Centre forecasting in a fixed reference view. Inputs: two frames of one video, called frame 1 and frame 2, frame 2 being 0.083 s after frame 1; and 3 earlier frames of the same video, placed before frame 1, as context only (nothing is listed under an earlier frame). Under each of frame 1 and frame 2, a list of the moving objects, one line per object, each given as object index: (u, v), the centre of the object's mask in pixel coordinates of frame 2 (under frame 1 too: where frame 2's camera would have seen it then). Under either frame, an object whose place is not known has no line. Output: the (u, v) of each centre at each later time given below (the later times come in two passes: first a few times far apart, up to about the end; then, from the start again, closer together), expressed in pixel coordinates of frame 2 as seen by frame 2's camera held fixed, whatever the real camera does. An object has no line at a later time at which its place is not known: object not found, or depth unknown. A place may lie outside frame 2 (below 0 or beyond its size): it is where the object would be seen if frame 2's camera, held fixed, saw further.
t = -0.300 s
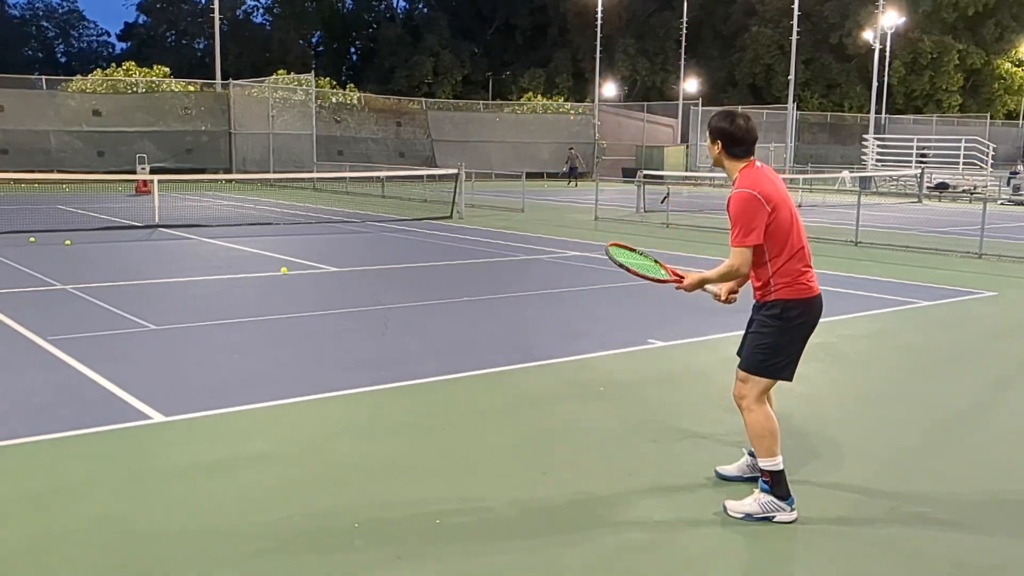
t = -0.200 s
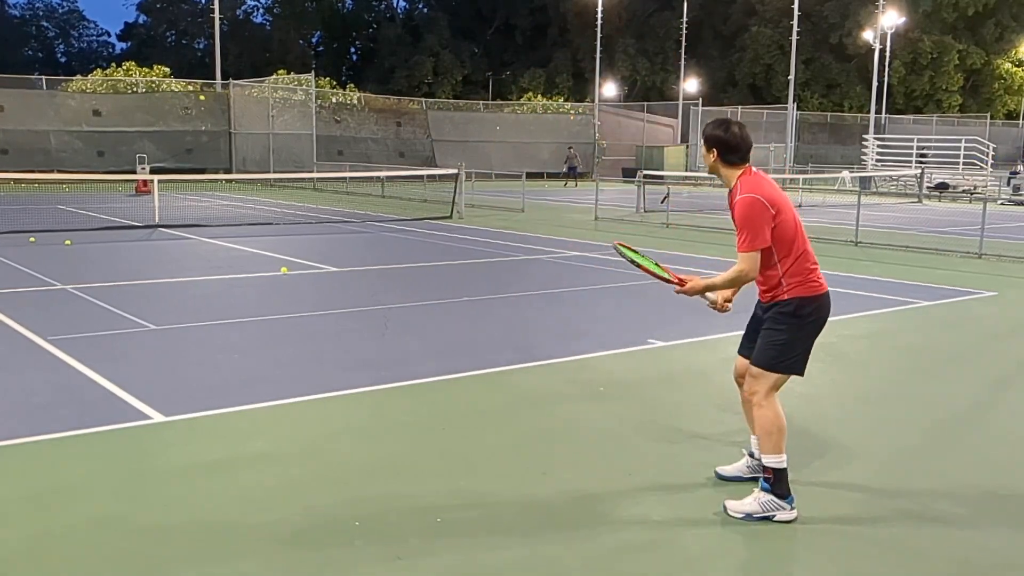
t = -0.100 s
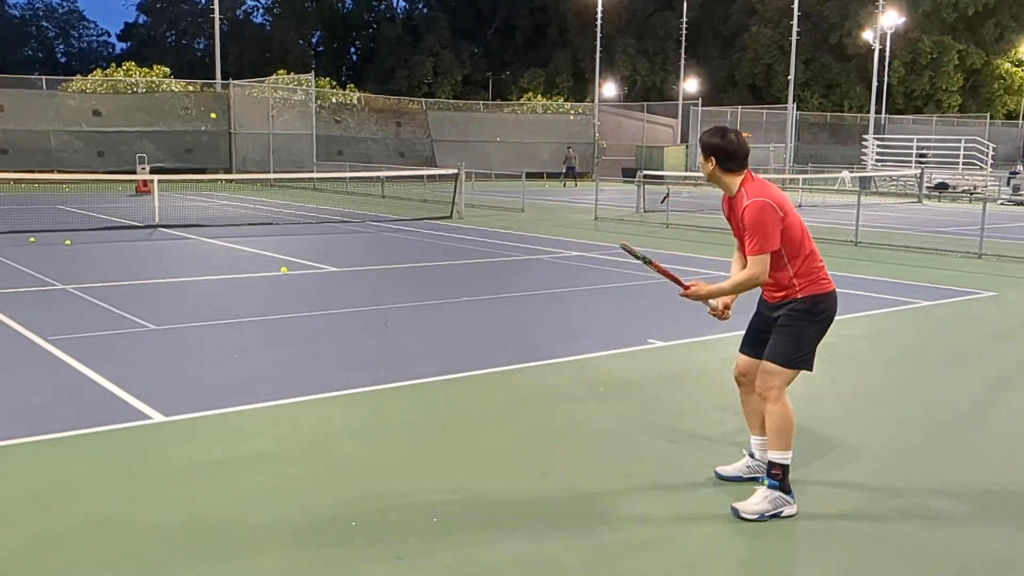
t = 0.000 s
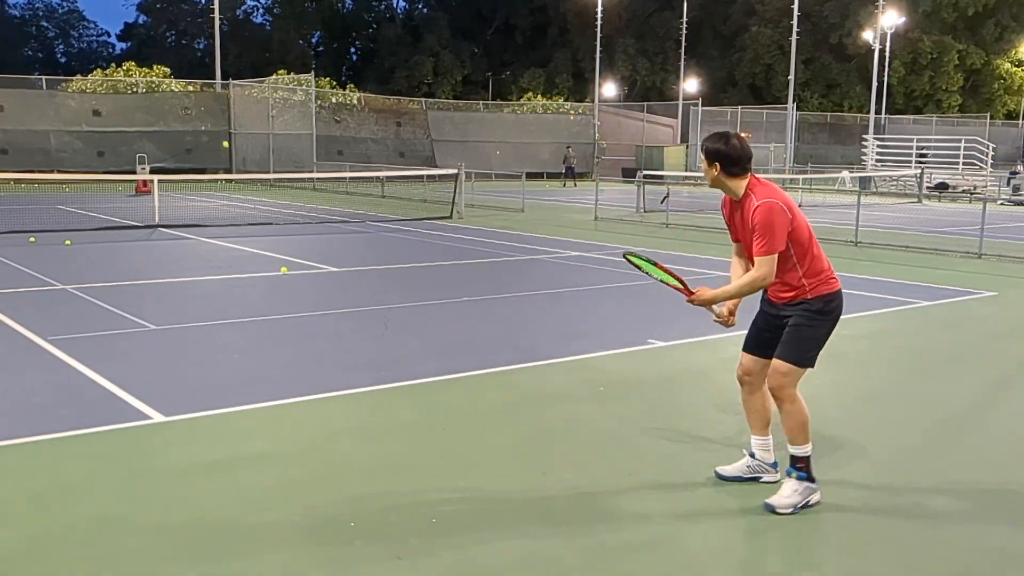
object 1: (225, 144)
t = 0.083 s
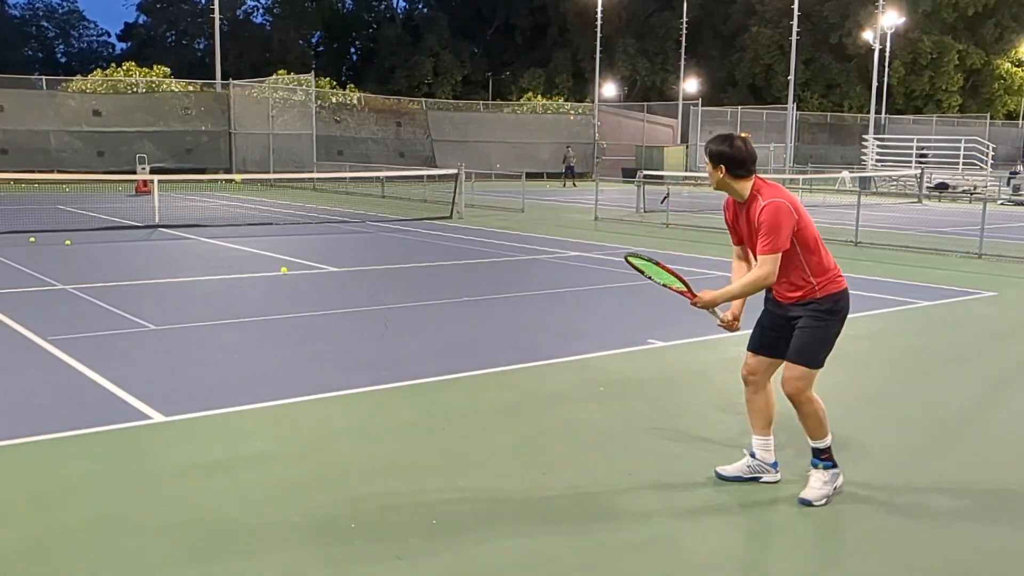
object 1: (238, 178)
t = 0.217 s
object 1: (258, 257)
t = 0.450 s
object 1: (291, 217)
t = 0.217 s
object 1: (258, 257)
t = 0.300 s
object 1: (272, 277)
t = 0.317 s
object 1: (274, 269)
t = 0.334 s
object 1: (275, 262)
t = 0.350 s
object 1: (278, 254)
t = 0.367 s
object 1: (280, 248)
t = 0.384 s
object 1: (282, 242)
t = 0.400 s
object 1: (284, 236)
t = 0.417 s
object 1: (286, 229)
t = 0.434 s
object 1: (288, 223)
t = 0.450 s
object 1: (291, 217)
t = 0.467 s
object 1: (293, 211)
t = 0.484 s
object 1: (296, 205)
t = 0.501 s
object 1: (298, 199)
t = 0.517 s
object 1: (301, 194)
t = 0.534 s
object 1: (303, 189)
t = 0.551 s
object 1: (306, 184)
